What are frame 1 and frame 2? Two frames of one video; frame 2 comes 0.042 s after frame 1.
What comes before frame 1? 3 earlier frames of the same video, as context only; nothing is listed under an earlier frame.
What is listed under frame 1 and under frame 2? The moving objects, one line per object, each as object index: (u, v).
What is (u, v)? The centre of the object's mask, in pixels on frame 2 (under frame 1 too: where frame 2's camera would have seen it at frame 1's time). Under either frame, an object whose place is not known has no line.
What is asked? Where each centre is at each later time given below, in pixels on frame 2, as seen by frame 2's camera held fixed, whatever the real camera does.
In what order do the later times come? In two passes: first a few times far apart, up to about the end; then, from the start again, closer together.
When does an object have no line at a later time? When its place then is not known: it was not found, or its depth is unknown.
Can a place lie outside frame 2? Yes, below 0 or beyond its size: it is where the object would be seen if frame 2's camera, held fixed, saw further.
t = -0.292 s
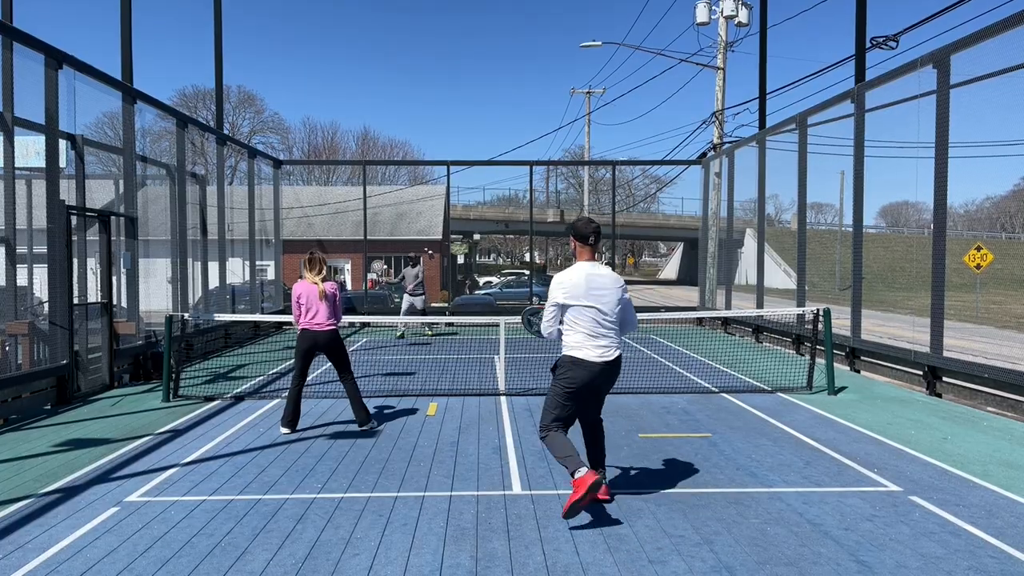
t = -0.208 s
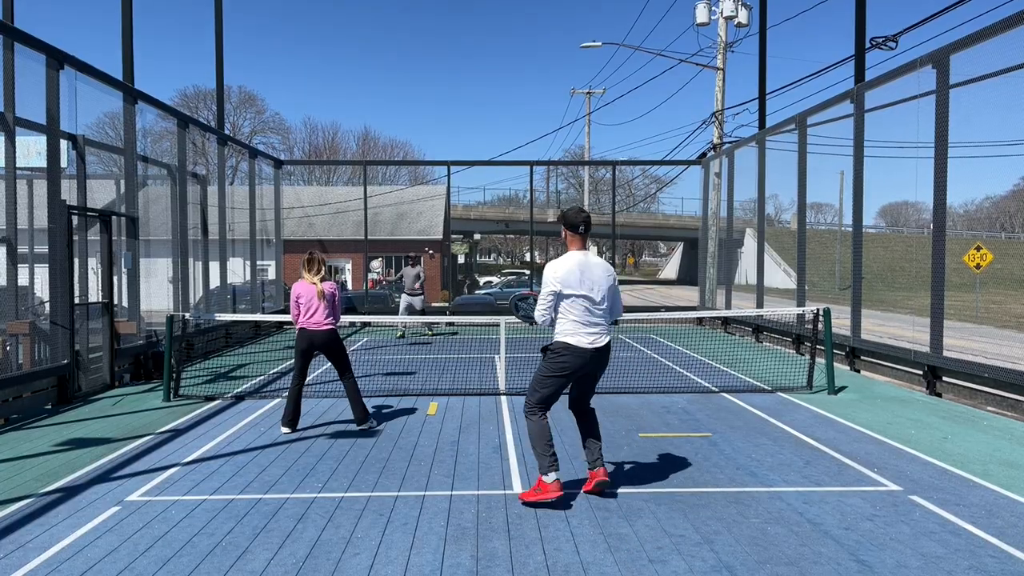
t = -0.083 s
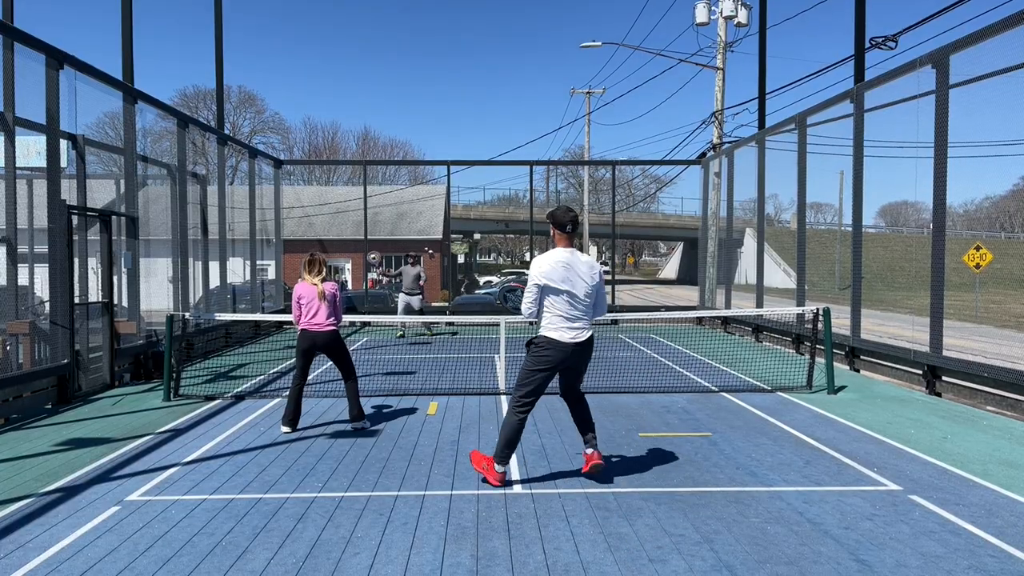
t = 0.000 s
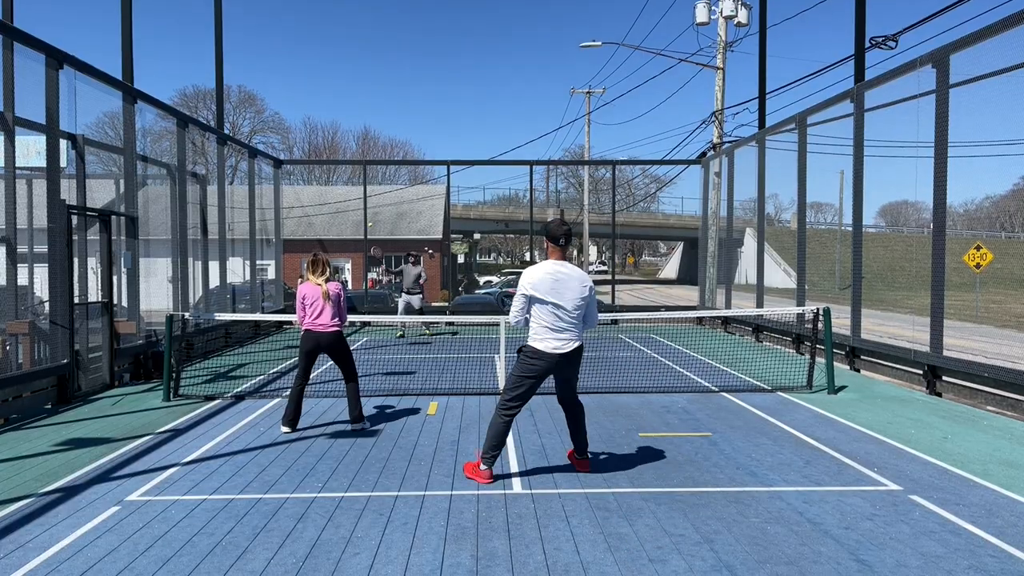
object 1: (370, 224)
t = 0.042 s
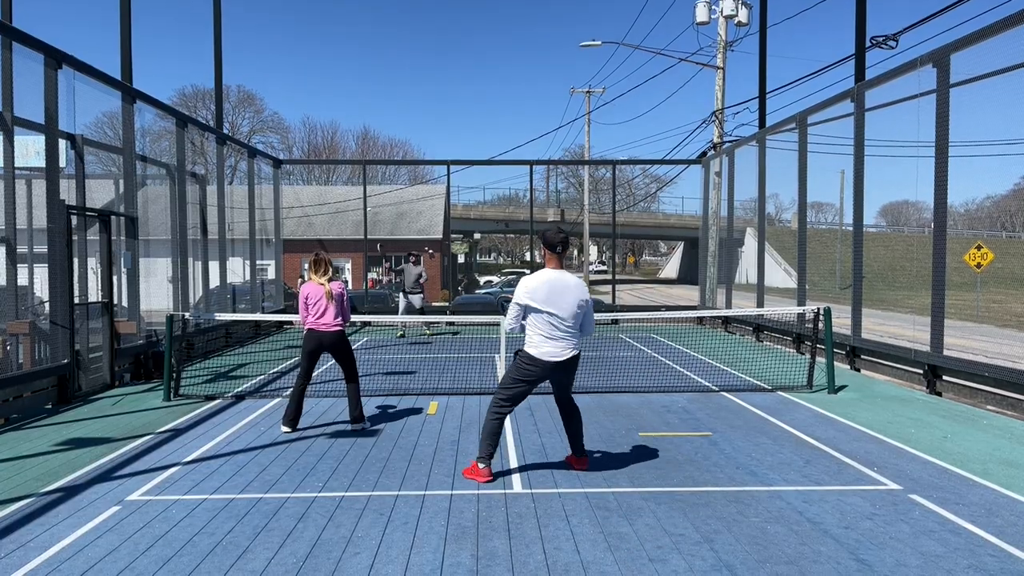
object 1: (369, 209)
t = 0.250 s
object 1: (362, 138)
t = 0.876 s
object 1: (332, 35)
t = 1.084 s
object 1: (318, 78)
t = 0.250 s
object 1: (362, 138)
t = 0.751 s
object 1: (339, 35)
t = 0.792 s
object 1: (337, 33)
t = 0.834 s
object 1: (335, 33)
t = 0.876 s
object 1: (332, 35)
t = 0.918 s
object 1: (330, 39)
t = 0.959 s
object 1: (327, 45)
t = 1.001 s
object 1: (324, 53)
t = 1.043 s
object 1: (321, 64)
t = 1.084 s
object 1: (318, 78)
